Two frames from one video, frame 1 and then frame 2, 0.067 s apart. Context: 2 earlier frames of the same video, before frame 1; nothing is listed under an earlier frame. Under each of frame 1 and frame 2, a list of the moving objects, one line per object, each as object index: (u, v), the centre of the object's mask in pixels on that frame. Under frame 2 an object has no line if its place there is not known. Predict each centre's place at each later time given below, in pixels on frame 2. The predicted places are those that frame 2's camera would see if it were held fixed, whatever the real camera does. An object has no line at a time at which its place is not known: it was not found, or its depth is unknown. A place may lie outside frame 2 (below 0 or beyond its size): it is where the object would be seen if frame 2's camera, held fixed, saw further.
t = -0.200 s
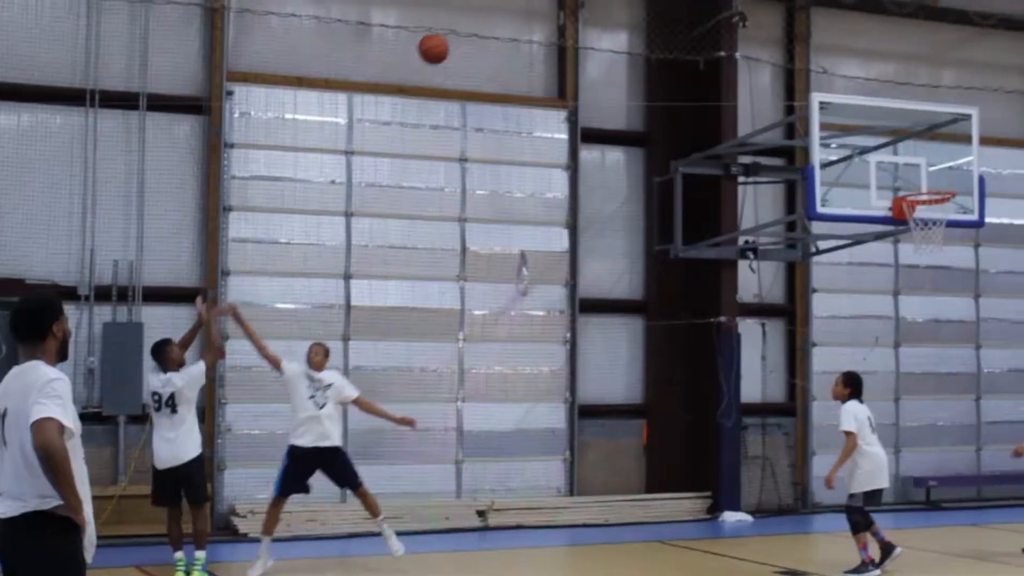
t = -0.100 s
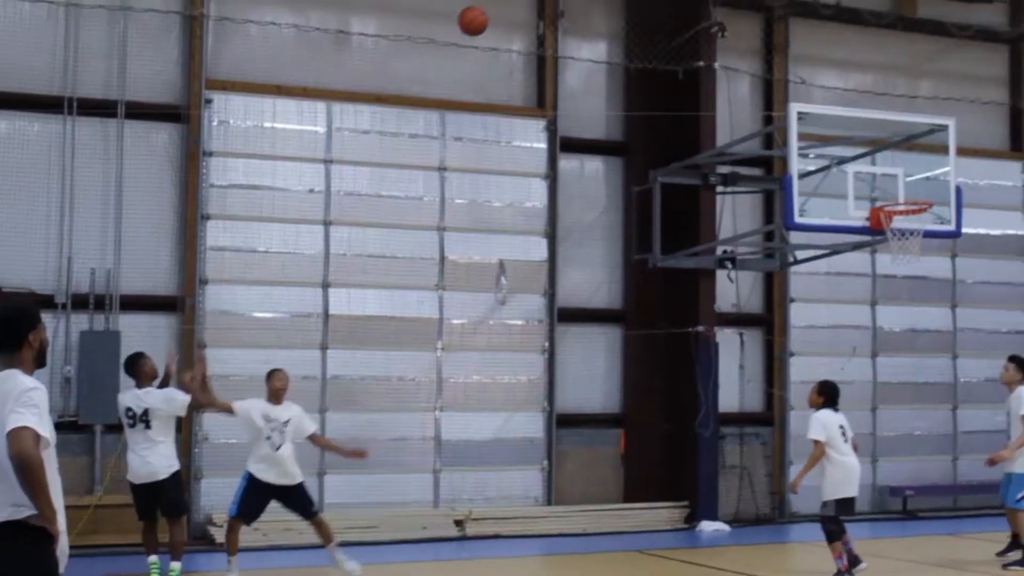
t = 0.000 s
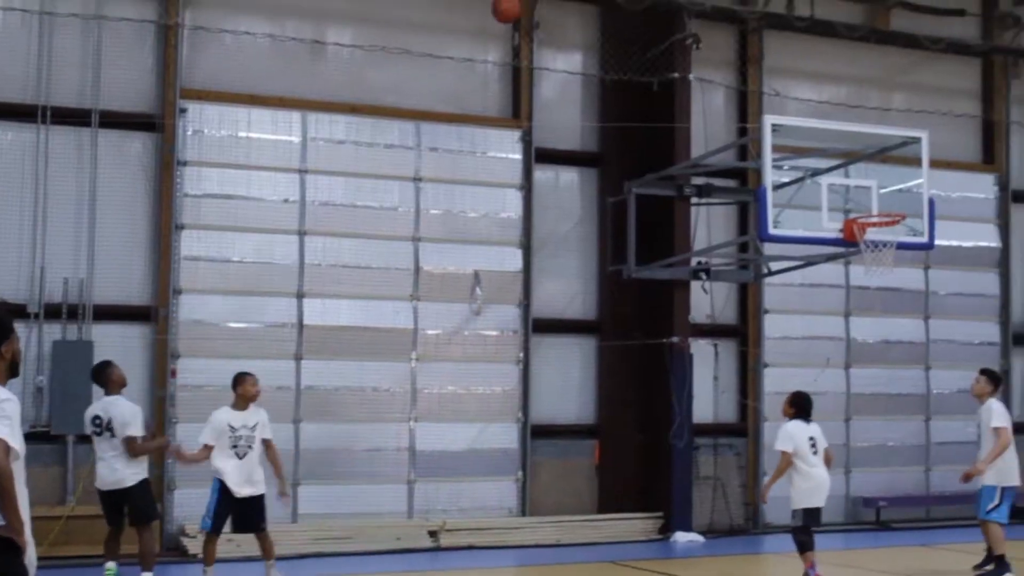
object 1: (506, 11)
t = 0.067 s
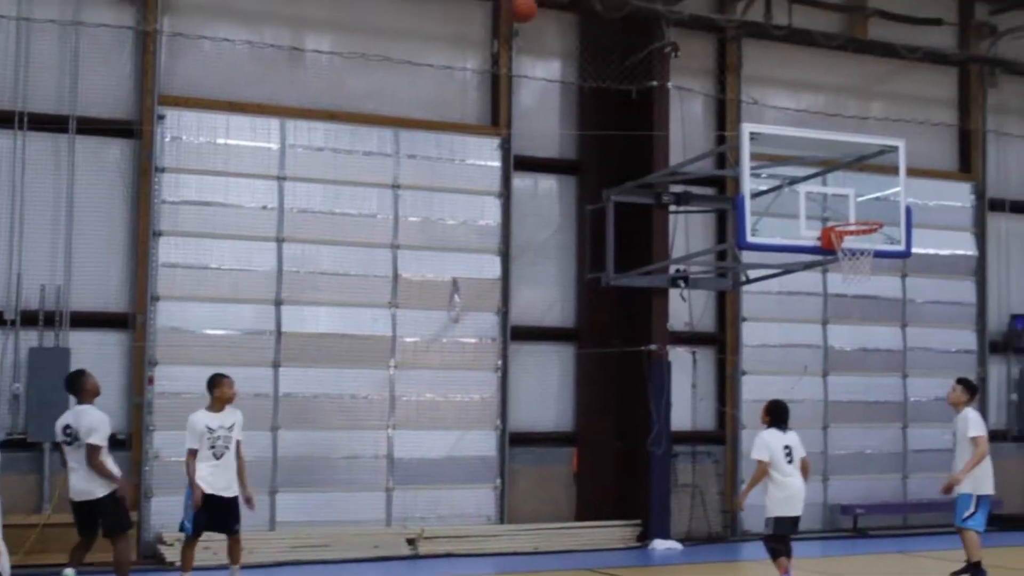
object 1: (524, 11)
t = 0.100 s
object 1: (541, 7)
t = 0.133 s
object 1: (559, 5)
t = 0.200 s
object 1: (594, 6)
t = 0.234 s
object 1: (611, 9)
